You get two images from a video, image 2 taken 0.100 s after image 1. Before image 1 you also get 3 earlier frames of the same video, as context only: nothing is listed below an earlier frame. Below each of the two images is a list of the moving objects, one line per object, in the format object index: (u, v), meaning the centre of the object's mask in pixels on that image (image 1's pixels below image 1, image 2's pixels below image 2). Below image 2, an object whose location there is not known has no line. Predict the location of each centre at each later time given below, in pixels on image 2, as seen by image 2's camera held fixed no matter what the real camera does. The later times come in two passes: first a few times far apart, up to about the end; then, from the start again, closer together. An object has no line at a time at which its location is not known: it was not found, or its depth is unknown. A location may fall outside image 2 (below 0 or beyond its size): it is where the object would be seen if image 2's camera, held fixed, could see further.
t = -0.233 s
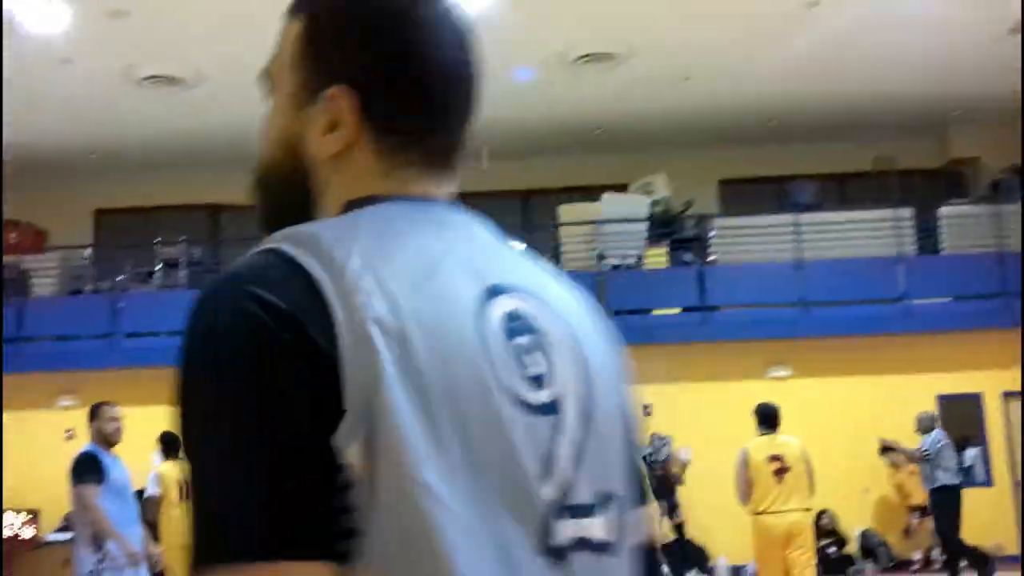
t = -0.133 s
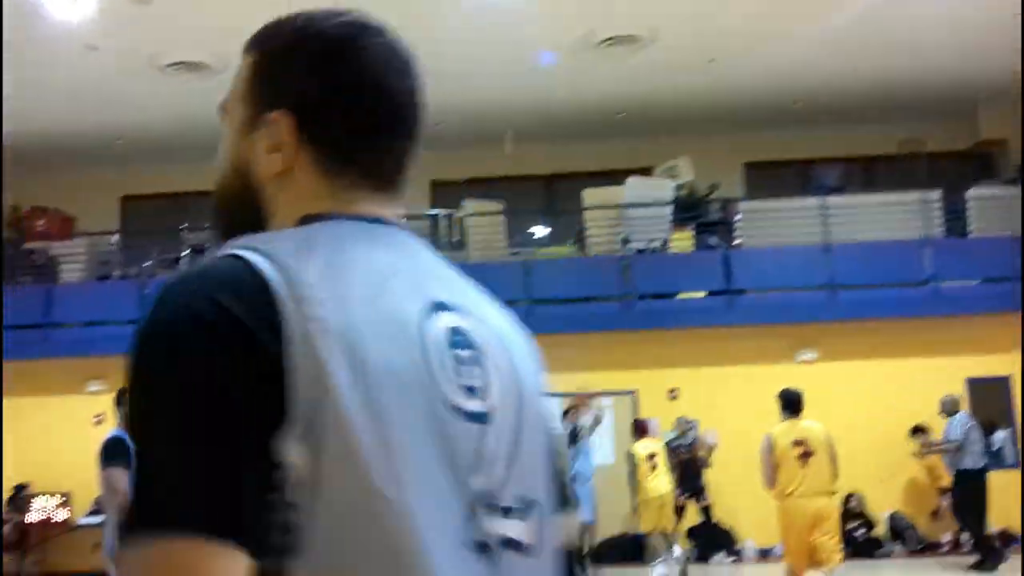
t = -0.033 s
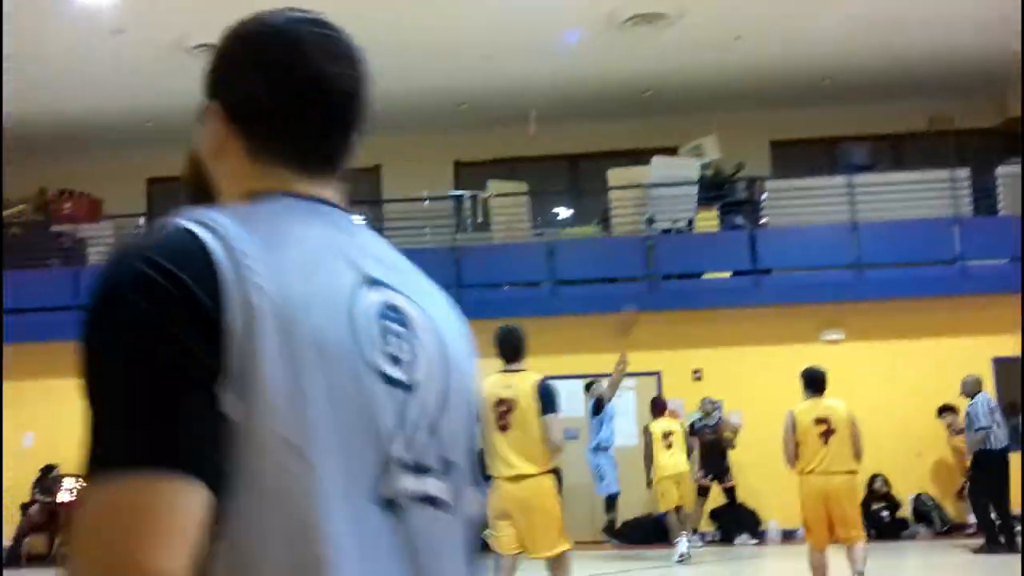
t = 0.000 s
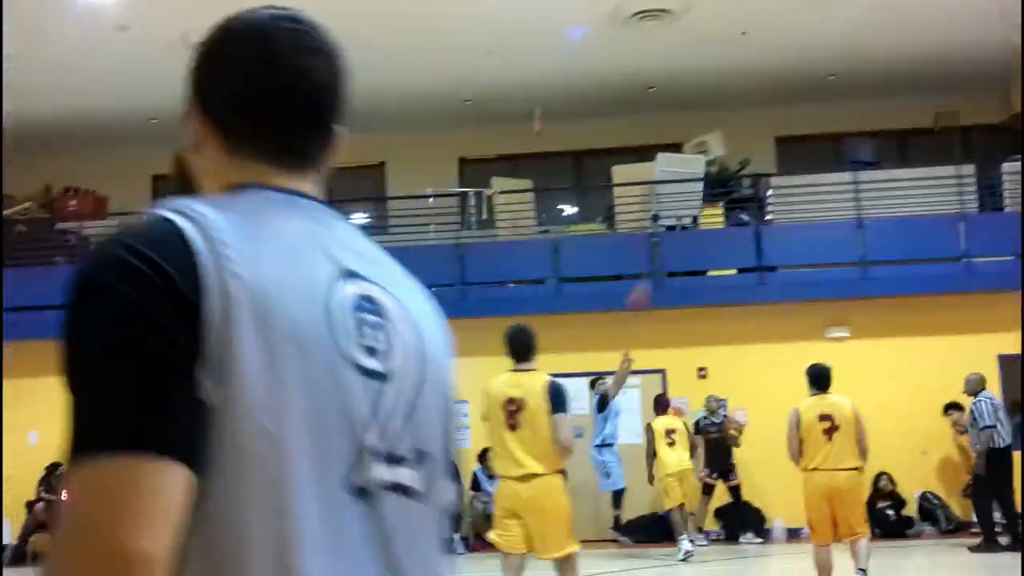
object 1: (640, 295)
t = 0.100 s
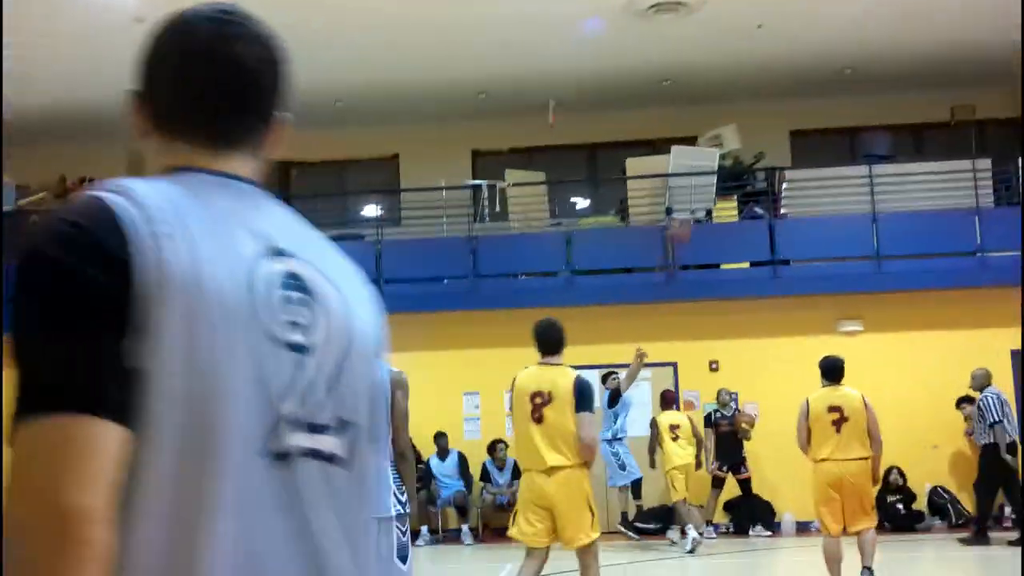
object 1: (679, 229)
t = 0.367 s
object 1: (774, 94)
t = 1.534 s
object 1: (1133, 209)
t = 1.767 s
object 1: (994, 365)
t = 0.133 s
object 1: (690, 214)
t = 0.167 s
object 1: (702, 195)
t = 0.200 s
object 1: (718, 174)
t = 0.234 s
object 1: (726, 158)
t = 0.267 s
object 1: (738, 139)
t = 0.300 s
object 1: (749, 124)
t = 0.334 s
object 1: (761, 108)
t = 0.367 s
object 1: (774, 94)
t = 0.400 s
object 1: (786, 83)
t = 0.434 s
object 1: (799, 71)
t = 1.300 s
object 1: (1312, 113)
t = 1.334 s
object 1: (1263, 133)
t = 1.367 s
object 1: (1252, 142)
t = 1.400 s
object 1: (1227, 150)
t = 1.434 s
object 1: (1201, 163)
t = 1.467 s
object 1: (1182, 175)
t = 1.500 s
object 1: (1162, 190)
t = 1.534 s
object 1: (1133, 209)
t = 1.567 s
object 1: (1111, 229)
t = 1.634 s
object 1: (1069, 270)
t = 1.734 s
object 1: (1011, 339)
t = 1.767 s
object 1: (994, 365)
